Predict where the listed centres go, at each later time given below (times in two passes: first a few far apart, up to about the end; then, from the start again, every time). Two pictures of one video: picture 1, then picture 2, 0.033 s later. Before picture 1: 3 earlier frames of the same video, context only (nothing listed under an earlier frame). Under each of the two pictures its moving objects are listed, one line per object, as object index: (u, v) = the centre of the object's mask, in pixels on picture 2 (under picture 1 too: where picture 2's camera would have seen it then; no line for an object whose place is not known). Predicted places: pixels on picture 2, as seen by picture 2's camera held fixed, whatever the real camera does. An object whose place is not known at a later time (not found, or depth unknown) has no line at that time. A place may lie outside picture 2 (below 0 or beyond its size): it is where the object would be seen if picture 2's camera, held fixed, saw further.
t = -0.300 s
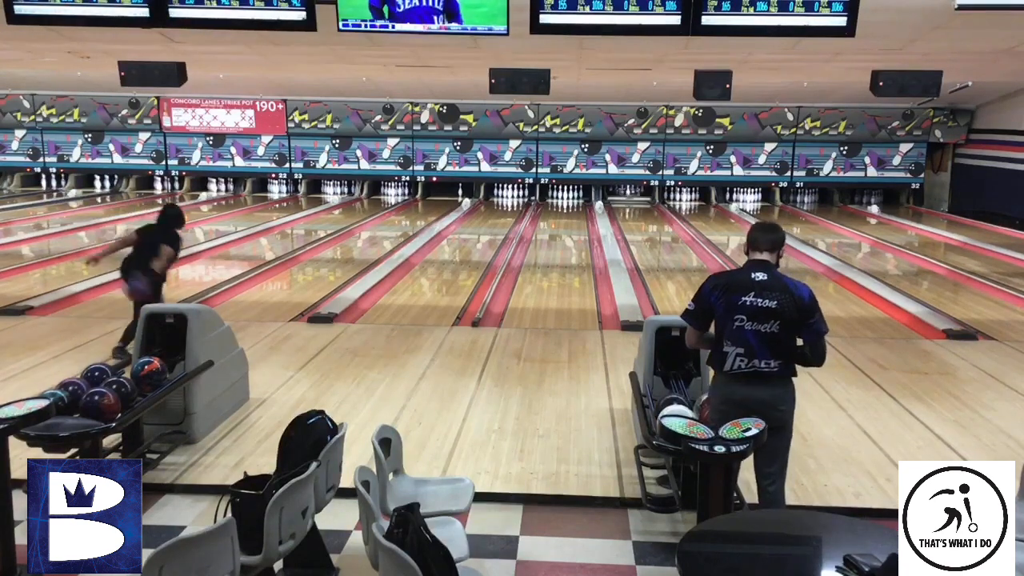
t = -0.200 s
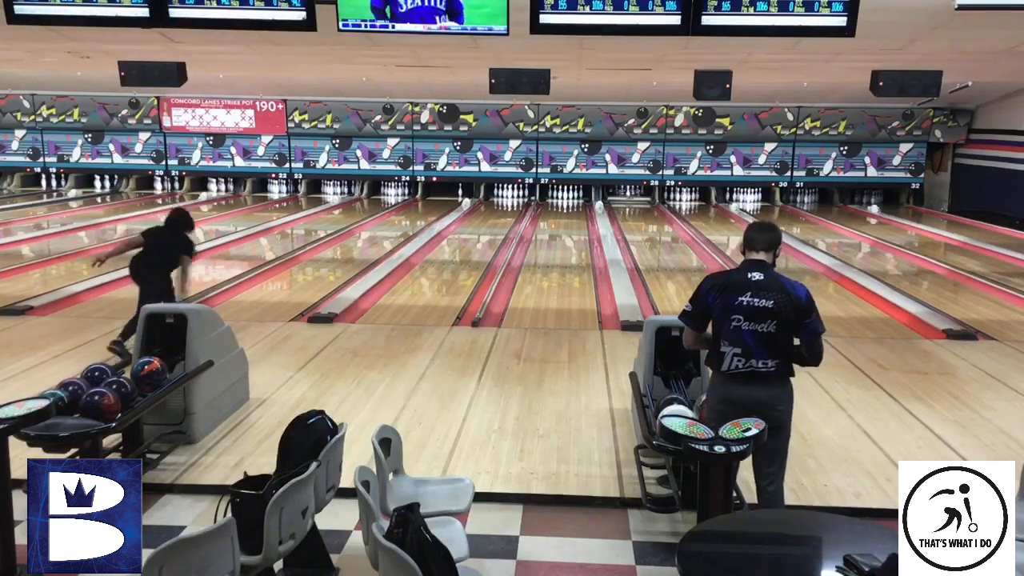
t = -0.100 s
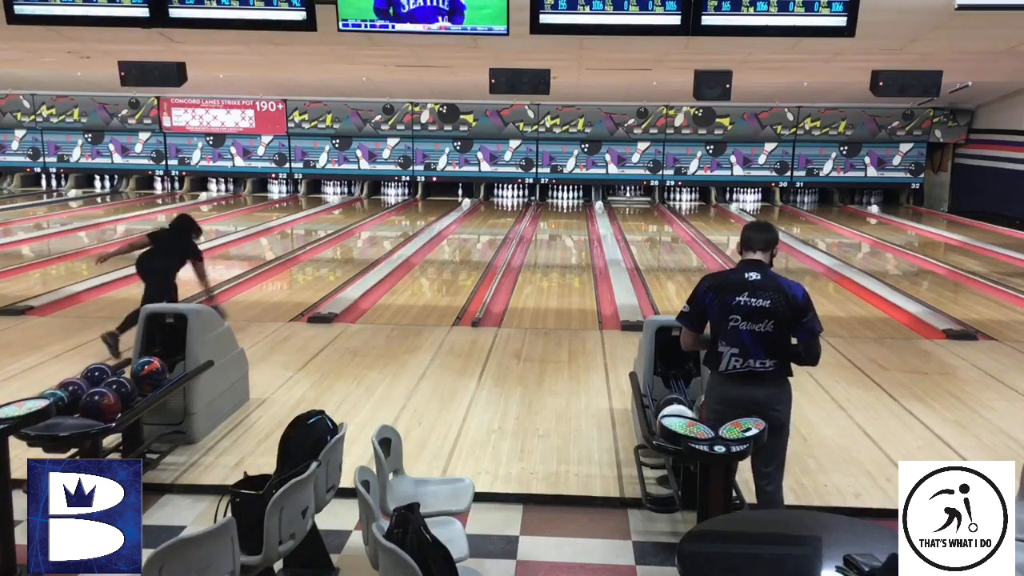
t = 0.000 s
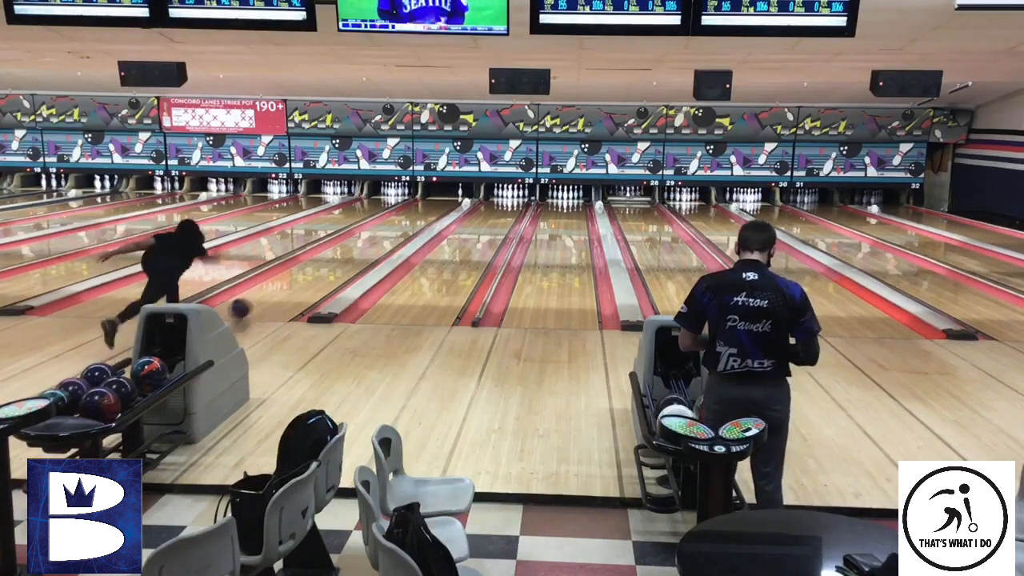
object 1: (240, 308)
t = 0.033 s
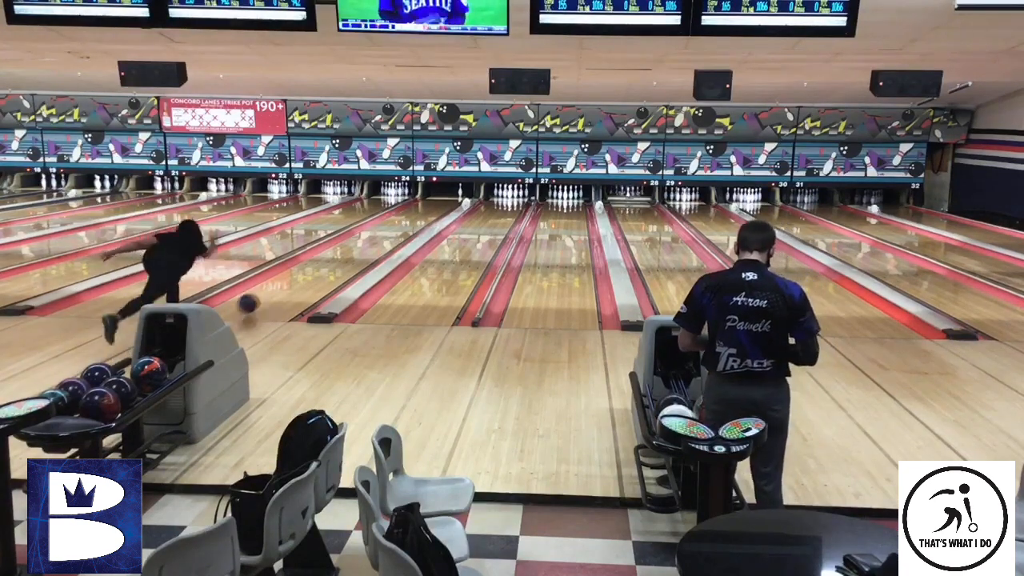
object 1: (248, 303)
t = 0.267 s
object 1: (294, 281)
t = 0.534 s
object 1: (334, 261)
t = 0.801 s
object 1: (364, 245)
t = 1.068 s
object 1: (387, 233)
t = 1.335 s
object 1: (406, 223)
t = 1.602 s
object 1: (422, 215)
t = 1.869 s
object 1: (433, 209)
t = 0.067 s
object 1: (255, 299)
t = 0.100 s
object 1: (262, 296)
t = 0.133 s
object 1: (269, 294)
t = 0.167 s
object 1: (276, 291)
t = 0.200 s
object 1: (282, 287)
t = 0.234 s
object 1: (288, 284)
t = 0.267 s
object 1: (294, 281)
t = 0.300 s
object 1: (299, 278)
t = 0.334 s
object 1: (305, 276)
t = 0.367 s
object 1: (310, 273)
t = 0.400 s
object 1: (315, 270)
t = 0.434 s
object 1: (320, 268)
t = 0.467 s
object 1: (325, 265)
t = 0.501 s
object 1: (329, 263)
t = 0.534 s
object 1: (334, 261)
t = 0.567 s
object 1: (338, 258)
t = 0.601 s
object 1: (342, 257)
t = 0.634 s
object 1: (346, 254)
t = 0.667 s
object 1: (350, 252)
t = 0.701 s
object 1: (353, 251)
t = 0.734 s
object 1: (357, 249)
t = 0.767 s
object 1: (360, 247)
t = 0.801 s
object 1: (364, 245)
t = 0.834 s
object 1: (367, 243)
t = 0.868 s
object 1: (370, 242)
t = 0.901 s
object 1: (373, 240)
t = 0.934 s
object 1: (376, 239)
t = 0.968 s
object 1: (379, 237)
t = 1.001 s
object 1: (382, 236)
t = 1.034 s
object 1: (384, 234)
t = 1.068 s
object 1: (387, 233)
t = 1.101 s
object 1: (390, 231)
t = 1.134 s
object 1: (392, 230)
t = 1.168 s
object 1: (395, 229)
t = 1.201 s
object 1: (397, 227)
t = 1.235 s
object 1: (399, 226)
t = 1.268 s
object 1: (402, 225)
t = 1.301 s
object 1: (404, 224)
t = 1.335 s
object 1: (406, 223)
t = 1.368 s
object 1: (408, 222)
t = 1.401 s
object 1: (410, 221)
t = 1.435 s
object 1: (412, 220)
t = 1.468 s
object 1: (414, 219)
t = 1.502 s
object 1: (416, 217)
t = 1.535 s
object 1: (418, 217)
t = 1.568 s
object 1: (420, 216)
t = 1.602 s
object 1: (422, 215)
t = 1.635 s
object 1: (423, 214)
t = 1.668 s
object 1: (425, 213)
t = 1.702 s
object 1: (426, 213)
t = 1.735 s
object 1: (428, 212)
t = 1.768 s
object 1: (429, 211)
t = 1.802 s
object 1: (431, 210)
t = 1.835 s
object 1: (432, 209)
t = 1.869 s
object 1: (433, 209)
